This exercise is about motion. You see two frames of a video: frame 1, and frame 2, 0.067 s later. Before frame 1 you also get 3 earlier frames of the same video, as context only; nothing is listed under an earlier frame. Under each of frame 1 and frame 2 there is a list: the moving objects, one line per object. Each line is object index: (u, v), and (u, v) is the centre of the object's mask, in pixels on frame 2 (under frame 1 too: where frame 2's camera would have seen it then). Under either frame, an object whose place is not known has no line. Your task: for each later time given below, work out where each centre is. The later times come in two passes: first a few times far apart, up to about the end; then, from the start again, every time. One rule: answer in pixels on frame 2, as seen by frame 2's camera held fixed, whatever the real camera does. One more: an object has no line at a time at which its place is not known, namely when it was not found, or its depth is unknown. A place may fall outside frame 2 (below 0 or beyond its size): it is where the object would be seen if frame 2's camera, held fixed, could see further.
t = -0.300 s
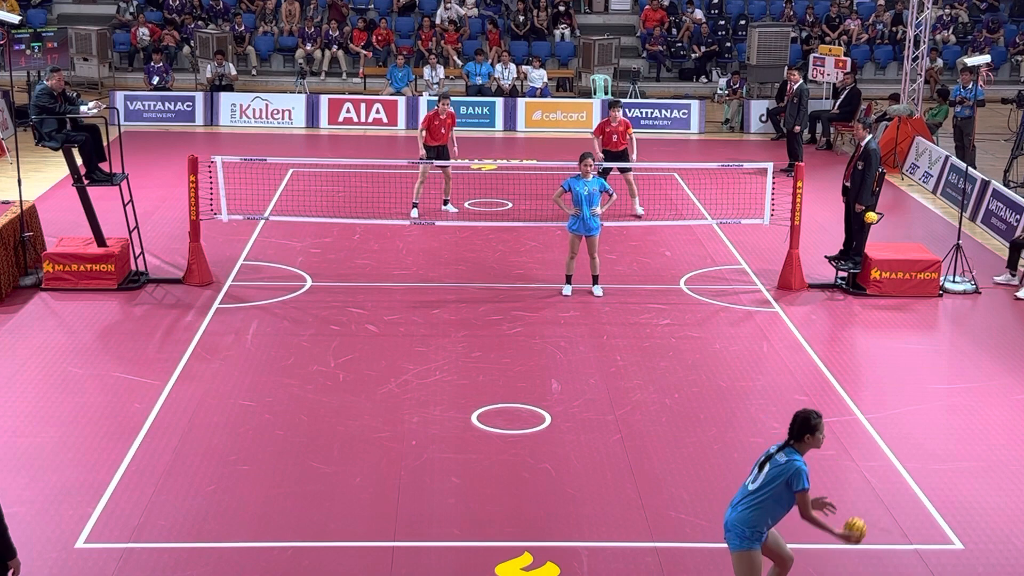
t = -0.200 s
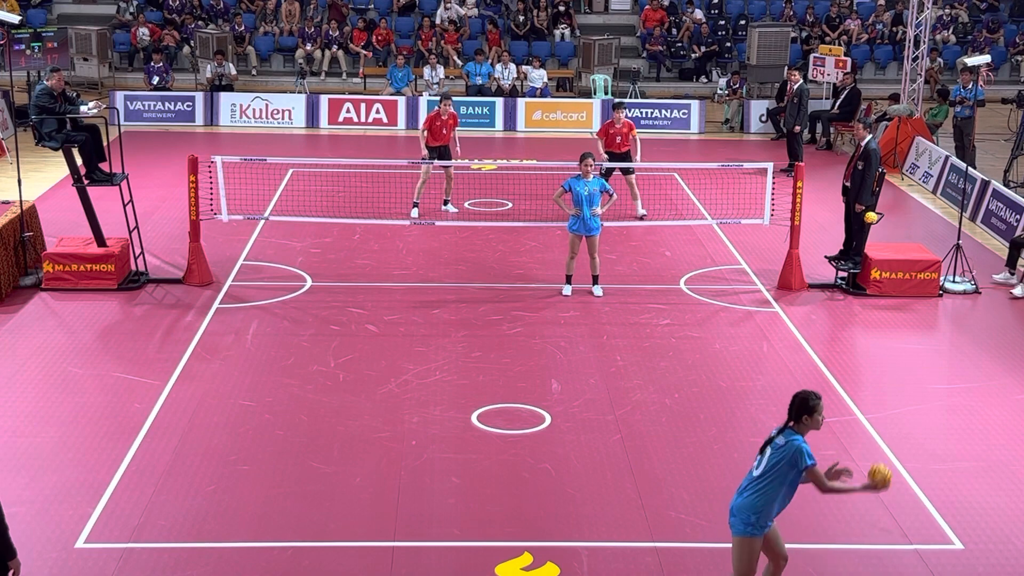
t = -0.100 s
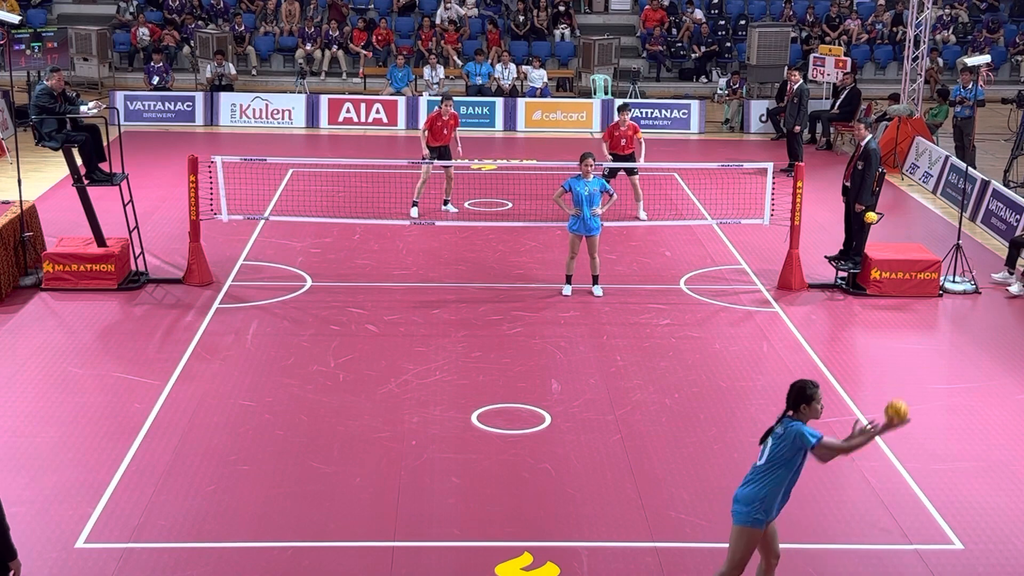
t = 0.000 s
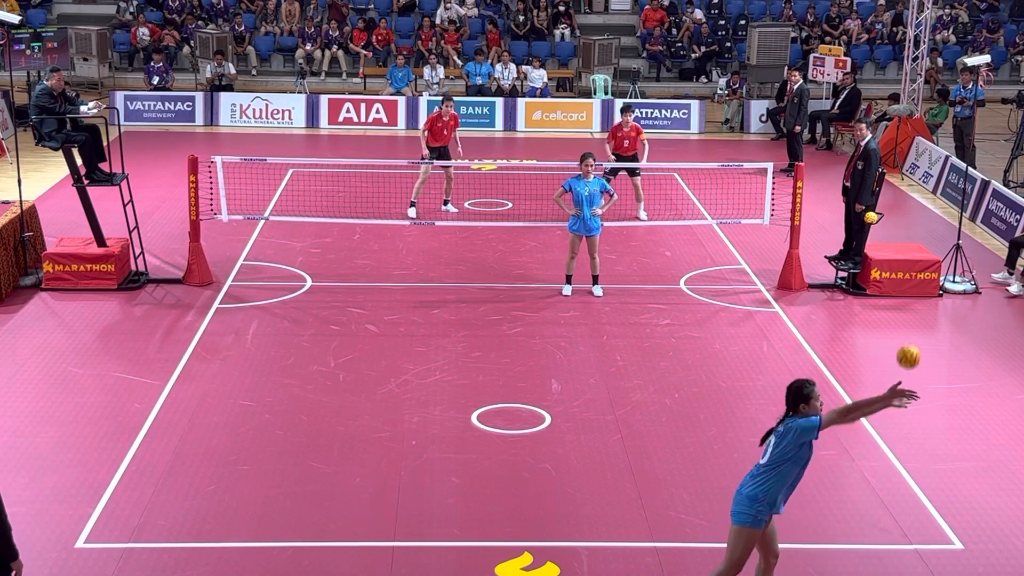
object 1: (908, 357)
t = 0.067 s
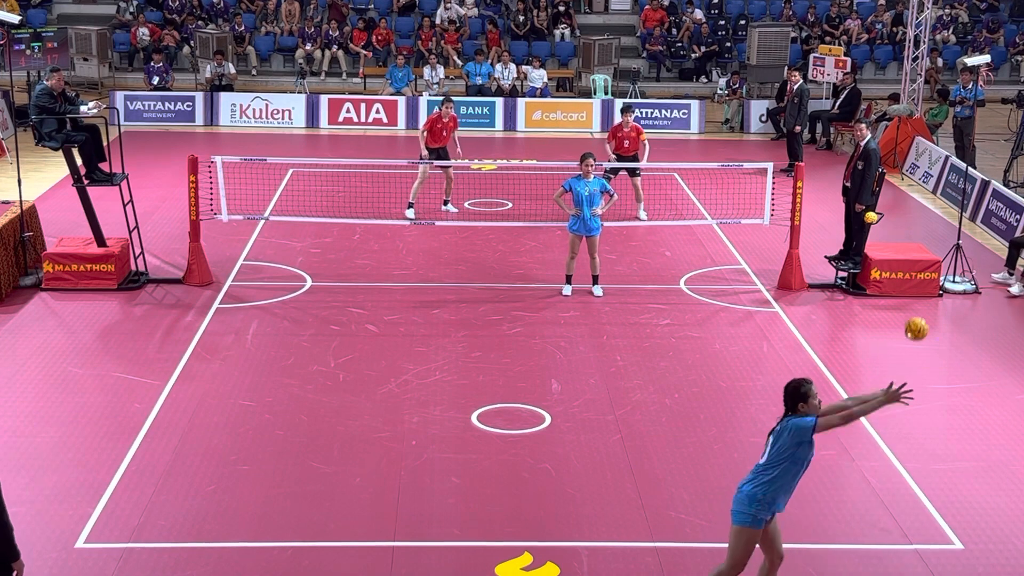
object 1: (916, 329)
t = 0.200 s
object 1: (929, 295)
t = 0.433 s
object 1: (943, 305)
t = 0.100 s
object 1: (919, 318)
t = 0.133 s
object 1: (922, 309)
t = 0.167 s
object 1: (926, 300)
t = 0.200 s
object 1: (929, 295)
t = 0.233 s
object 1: (931, 291)
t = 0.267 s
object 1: (934, 289)
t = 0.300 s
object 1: (936, 289)
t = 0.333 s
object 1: (938, 290)
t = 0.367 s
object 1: (940, 293)
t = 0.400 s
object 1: (942, 298)
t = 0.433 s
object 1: (943, 305)
